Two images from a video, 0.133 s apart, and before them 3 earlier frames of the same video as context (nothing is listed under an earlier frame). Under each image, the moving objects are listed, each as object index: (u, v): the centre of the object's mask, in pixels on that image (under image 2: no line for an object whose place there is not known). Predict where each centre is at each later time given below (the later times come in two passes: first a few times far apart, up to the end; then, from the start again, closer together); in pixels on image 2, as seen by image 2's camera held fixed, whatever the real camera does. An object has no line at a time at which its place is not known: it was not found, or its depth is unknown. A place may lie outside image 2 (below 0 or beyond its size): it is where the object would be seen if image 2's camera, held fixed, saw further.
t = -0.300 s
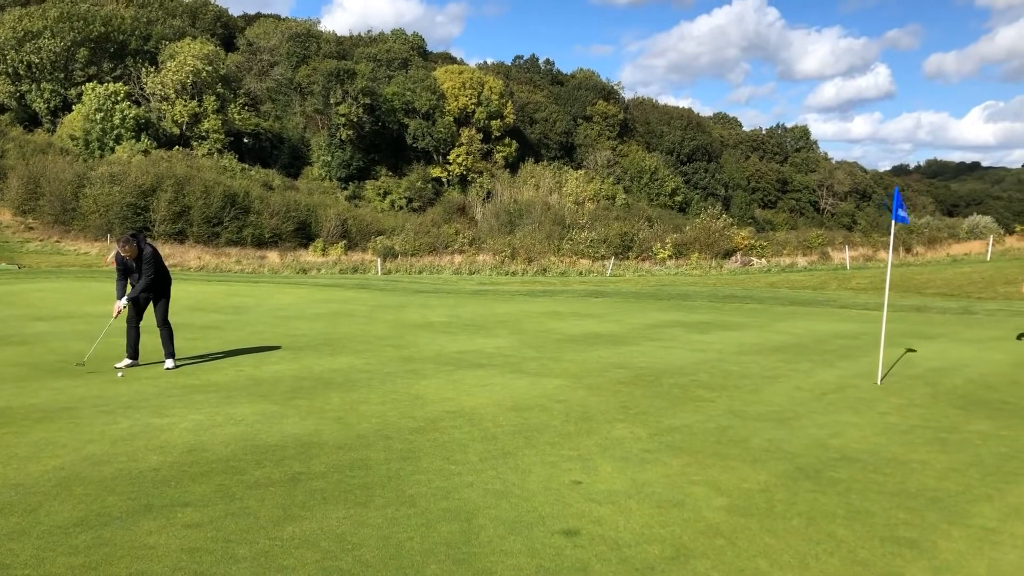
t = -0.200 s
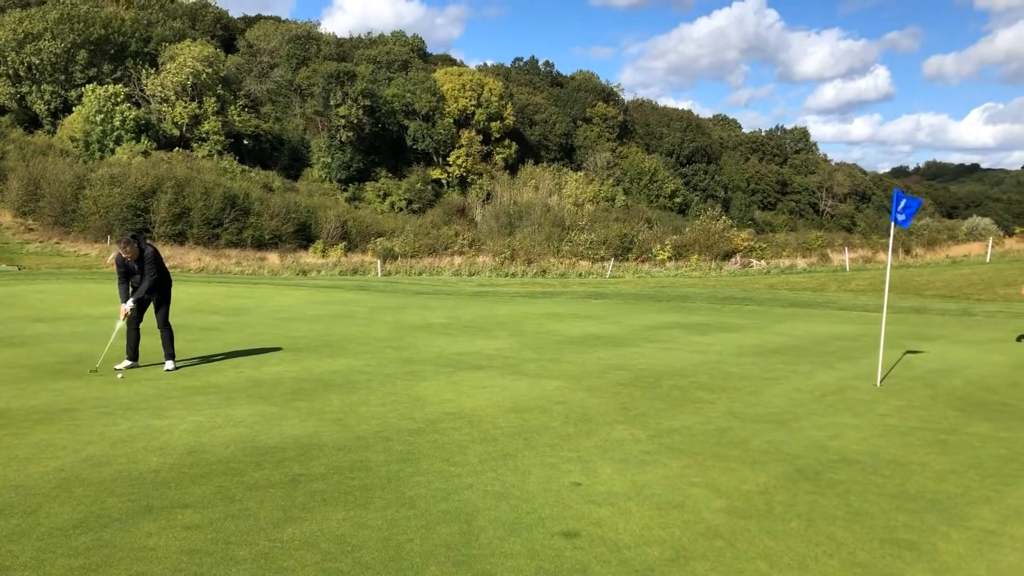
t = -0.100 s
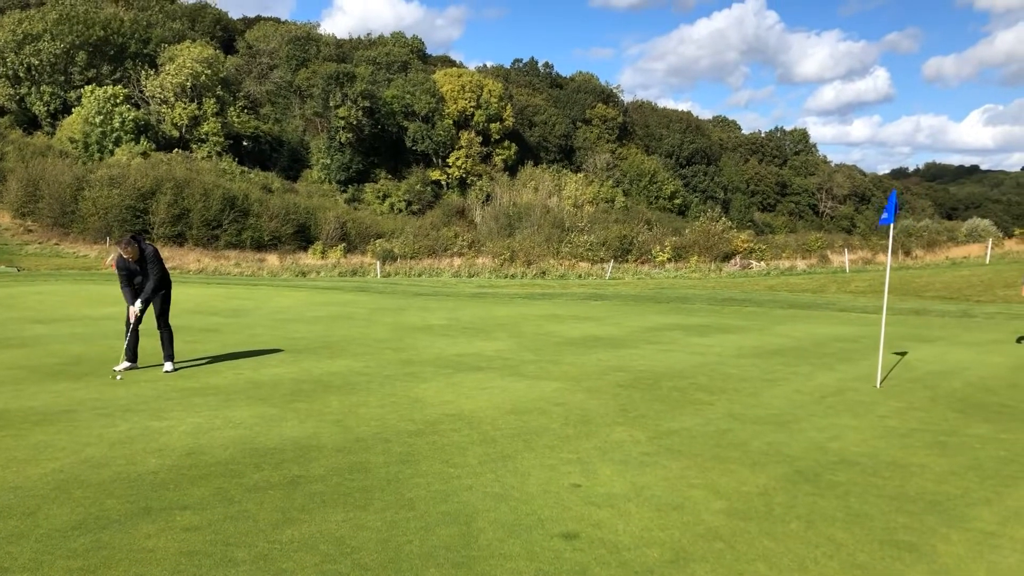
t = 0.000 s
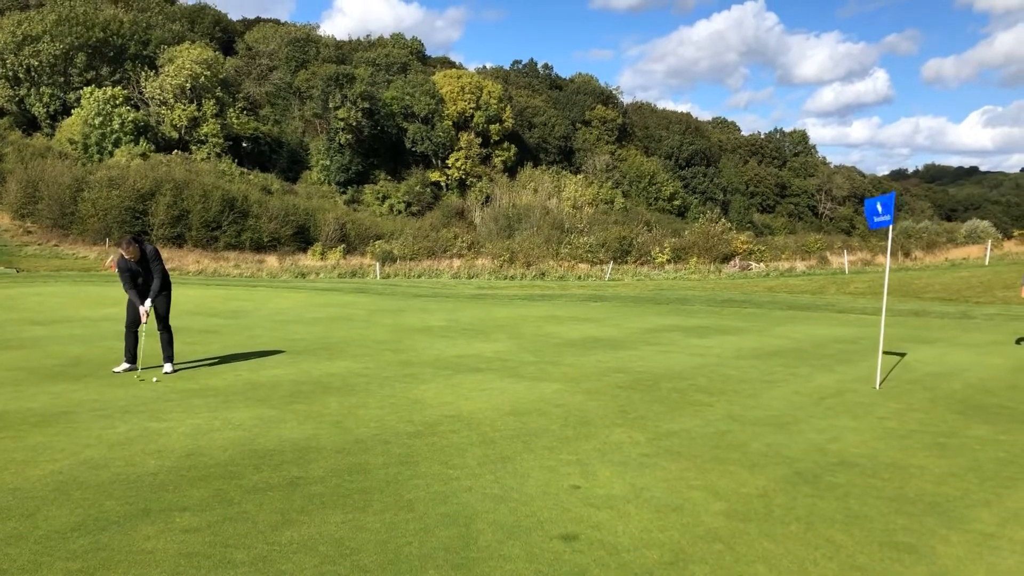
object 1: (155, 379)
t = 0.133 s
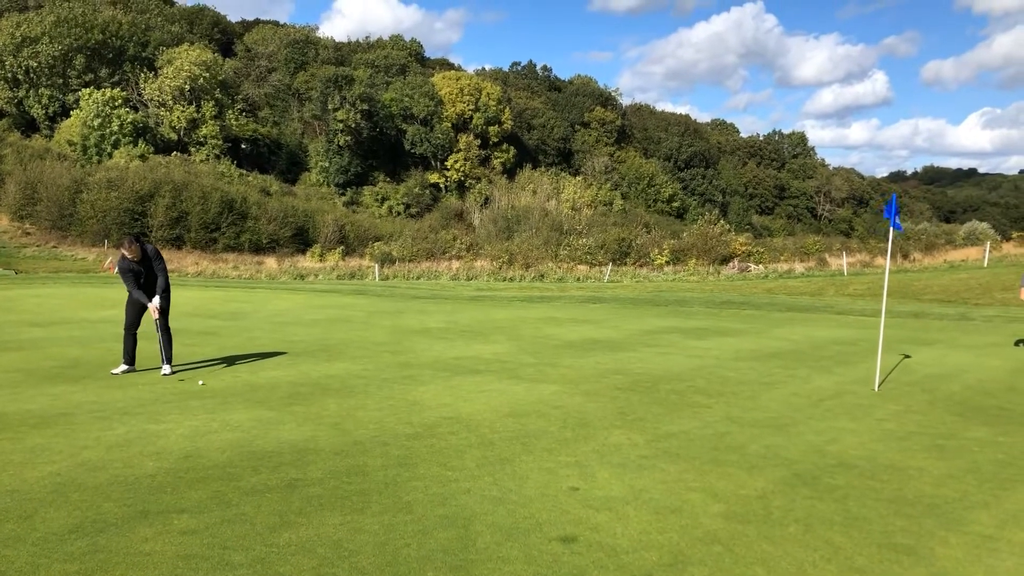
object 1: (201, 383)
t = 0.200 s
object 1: (222, 384)
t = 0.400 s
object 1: (284, 386)
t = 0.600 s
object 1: (344, 388)
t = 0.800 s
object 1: (401, 389)
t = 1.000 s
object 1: (457, 390)
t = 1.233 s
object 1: (517, 391)
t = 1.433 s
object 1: (565, 392)
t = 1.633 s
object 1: (609, 392)
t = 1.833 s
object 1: (649, 392)
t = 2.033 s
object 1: (687, 393)
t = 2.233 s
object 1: (719, 392)
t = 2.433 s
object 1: (748, 392)
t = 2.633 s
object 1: (773, 391)
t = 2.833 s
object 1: (794, 391)
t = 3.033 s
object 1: (811, 390)
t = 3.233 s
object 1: (824, 389)
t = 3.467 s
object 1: (837, 388)
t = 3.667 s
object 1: (843, 387)
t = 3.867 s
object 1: (847, 386)
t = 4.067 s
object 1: (849, 386)
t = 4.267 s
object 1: (850, 385)
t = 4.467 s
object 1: (850, 385)
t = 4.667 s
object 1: (849, 385)
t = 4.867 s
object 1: (849, 385)
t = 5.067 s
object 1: (849, 385)
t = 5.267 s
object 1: (849, 385)
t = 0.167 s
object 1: (211, 383)
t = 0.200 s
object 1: (222, 384)
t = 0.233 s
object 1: (232, 384)
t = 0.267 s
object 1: (243, 384)
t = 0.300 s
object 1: (253, 384)
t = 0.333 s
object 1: (263, 385)
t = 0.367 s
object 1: (273, 385)
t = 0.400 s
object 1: (284, 386)
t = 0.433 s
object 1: (294, 386)
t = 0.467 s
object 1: (304, 386)
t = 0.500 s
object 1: (314, 386)
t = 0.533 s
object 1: (324, 387)
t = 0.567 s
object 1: (334, 387)
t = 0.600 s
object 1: (344, 388)
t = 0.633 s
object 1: (353, 388)
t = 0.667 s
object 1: (363, 388)
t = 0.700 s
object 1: (373, 388)
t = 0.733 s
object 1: (383, 389)
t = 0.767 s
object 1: (392, 389)
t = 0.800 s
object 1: (401, 389)
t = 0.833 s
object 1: (411, 389)
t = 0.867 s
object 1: (420, 390)
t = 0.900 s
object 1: (430, 390)
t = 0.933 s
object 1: (439, 390)
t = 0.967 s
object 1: (448, 390)
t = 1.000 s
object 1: (457, 390)
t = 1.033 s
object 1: (466, 391)
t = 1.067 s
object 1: (475, 391)
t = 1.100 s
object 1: (484, 391)
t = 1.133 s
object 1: (492, 391)
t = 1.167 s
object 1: (501, 391)
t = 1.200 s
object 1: (509, 391)
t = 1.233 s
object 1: (517, 391)
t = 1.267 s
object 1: (525, 391)
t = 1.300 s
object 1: (533, 391)
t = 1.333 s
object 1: (541, 391)
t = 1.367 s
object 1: (549, 391)
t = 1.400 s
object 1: (557, 392)
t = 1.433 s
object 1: (565, 392)
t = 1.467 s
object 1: (573, 392)
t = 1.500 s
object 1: (580, 392)
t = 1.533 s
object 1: (587, 392)
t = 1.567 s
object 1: (595, 392)
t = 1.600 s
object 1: (602, 392)
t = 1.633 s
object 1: (609, 392)
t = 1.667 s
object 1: (616, 392)
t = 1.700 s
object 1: (623, 392)
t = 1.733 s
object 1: (630, 392)
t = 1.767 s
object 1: (637, 392)
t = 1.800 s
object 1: (643, 392)
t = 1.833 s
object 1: (649, 392)
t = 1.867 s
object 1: (656, 392)
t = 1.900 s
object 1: (662, 392)
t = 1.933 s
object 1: (669, 392)
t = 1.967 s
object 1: (674, 392)
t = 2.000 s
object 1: (681, 393)
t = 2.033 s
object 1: (687, 393)
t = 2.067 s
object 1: (693, 392)
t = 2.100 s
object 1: (698, 392)
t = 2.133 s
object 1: (704, 393)
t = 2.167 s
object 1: (709, 392)
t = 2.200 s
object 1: (715, 391)
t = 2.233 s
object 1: (719, 392)
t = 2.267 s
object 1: (725, 392)
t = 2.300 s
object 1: (729, 392)
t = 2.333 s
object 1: (734, 392)
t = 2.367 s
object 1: (739, 392)
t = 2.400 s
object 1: (744, 392)
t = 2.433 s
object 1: (748, 392)
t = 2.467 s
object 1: (753, 392)
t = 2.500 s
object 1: (757, 392)
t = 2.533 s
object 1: (761, 392)
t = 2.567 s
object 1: (765, 392)
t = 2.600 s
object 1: (769, 391)
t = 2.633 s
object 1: (773, 391)
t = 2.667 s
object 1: (777, 391)
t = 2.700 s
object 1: (781, 391)
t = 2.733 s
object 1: (784, 391)
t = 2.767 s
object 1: (787, 391)
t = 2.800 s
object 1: (791, 391)
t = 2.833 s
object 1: (794, 391)
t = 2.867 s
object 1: (797, 391)
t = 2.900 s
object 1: (800, 390)
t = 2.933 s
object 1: (803, 390)
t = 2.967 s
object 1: (806, 390)
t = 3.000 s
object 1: (808, 390)
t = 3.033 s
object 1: (811, 390)
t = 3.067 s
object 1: (814, 390)
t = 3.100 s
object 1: (816, 390)
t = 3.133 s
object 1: (818, 389)
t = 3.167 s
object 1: (820, 389)
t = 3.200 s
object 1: (823, 389)
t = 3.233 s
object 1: (824, 389)
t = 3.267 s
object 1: (827, 389)
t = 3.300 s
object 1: (829, 389)
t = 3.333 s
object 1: (830, 388)
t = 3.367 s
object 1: (832, 388)
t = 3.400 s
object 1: (834, 388)
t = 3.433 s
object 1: (835, 388)
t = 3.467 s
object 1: (837, 388)
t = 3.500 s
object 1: (838, 388)
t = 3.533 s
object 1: (839, 388)
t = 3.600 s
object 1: (841, 387)
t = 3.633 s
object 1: (842, 387)
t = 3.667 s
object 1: (843, 387)
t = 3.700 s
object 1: (844, 387)
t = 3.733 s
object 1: (845, 387)
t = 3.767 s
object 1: (845, 387)
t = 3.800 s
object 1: (846, 386)
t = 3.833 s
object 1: (847, 386)
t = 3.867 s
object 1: (847, 386)
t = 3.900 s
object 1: (847, 386)
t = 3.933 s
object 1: (848, 386)
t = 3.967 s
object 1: (848, 386)
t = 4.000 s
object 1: (849, 386)
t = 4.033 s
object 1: (849, 386)
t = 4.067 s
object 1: (849, 386)
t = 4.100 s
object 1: (850, 386)
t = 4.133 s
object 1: (850, 385)
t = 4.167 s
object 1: (850, 385)
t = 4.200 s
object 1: (850, 385)
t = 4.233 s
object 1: (850, 385)
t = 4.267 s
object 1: (850, 385)
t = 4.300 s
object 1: (850, 385)
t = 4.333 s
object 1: (850, 385)
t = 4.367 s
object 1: (850, 385)
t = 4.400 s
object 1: (850, 385)
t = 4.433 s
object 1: (850, 385)
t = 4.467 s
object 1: (850, 385)
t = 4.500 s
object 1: (850, 385)
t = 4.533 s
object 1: (850, 385)
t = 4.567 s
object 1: (850, 385)
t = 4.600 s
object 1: (850, 385)
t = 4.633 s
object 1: (850, 385)
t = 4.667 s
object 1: (849, 385)
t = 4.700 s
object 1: (849, 385)
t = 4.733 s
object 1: (849, 385)
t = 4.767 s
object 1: (849, 385)
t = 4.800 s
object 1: (849, 385)
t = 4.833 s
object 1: (849, 385)
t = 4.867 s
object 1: (849, 385)
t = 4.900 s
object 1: (849, 385)
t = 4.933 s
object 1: (849, 386)
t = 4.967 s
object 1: (849, 385)
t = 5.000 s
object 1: (849, 385)
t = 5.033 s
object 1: (849, 385)
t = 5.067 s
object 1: (849, 385)
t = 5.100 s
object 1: (849, 386)
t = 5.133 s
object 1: (849, 385)
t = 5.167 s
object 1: (849, 385)
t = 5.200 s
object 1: (849, 385)
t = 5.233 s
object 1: (849, 385)
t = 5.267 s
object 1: (849, 385)
